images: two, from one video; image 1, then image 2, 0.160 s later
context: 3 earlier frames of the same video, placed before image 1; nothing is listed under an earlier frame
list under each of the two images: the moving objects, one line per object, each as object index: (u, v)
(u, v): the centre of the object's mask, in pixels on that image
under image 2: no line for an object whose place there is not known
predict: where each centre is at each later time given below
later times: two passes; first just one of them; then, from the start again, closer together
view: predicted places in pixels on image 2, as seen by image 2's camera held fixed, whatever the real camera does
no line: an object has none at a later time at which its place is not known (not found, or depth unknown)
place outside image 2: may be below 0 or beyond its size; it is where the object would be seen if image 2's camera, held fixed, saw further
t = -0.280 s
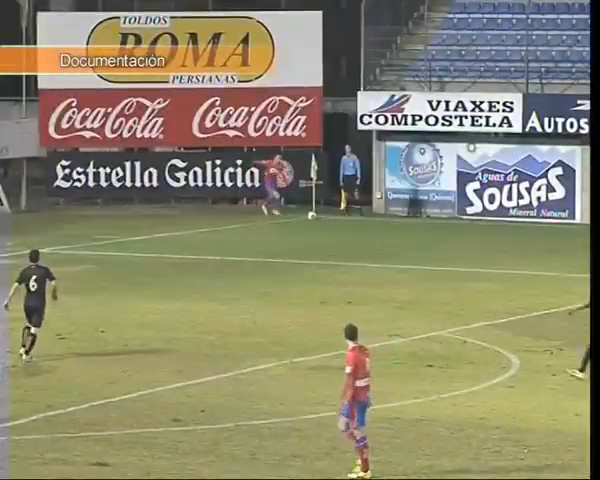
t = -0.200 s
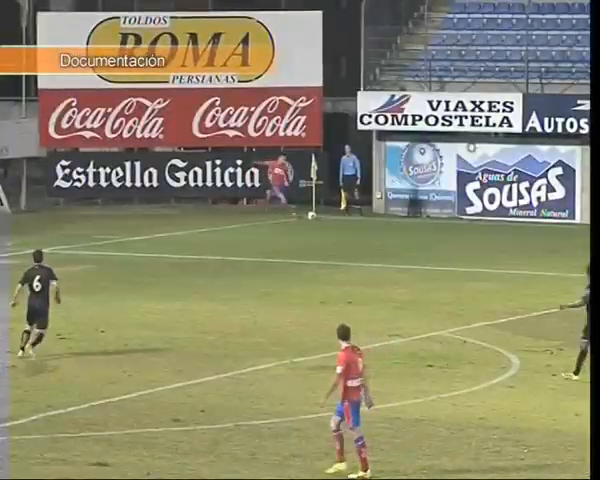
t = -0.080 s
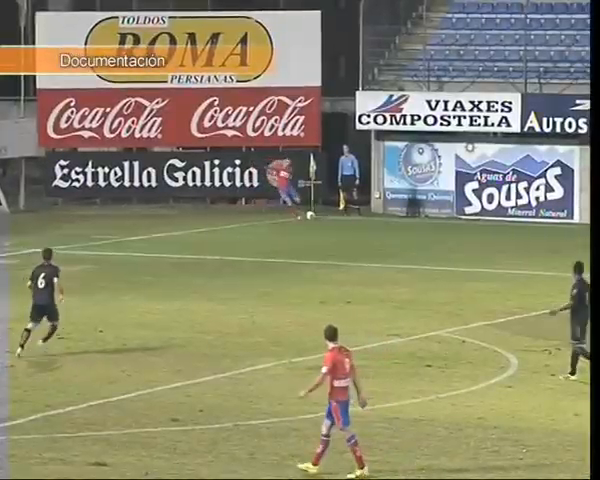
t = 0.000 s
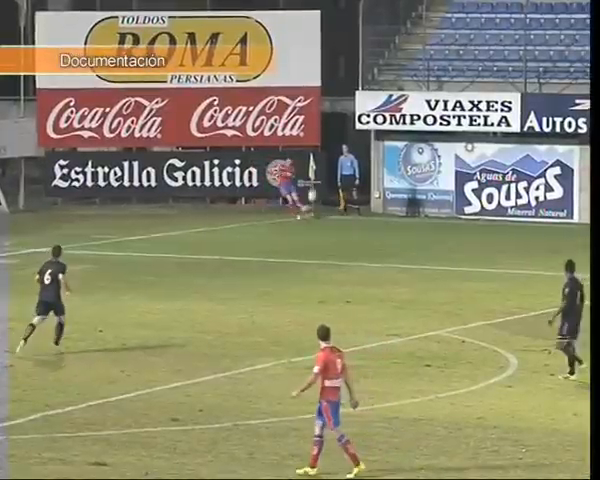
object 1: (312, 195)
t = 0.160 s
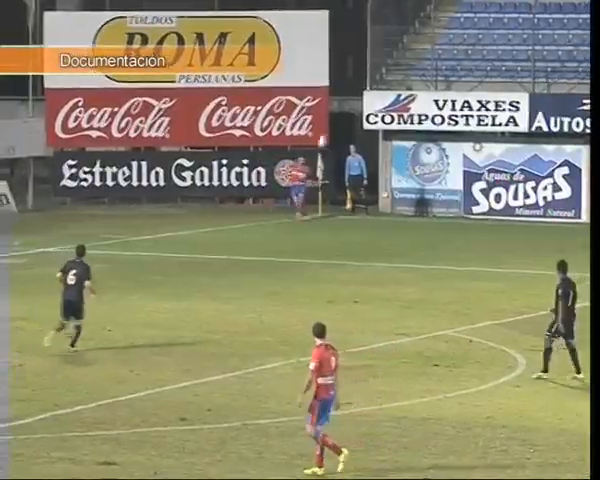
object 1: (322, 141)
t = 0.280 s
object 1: (322, 106)
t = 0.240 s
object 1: (323, 116)
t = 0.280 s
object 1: (322, 106)
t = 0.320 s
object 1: (320, 94)
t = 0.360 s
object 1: (317, 84)
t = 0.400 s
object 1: (315, 75)
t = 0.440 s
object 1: (312, 66)
